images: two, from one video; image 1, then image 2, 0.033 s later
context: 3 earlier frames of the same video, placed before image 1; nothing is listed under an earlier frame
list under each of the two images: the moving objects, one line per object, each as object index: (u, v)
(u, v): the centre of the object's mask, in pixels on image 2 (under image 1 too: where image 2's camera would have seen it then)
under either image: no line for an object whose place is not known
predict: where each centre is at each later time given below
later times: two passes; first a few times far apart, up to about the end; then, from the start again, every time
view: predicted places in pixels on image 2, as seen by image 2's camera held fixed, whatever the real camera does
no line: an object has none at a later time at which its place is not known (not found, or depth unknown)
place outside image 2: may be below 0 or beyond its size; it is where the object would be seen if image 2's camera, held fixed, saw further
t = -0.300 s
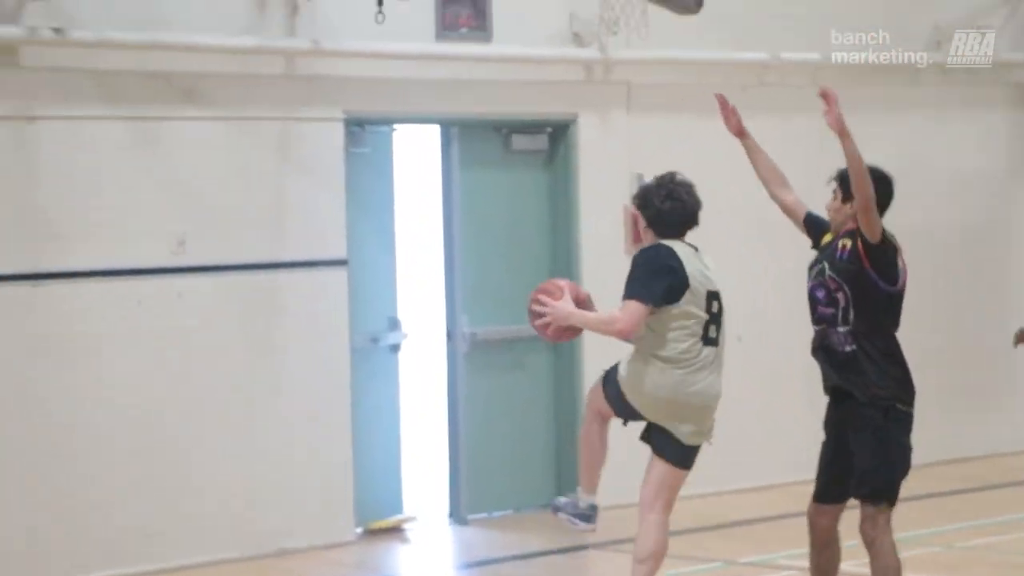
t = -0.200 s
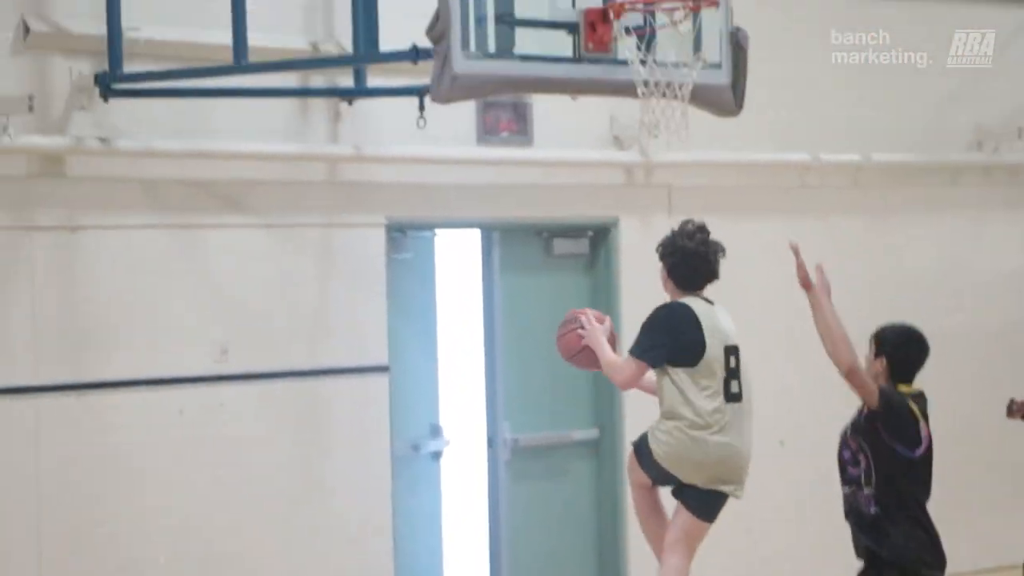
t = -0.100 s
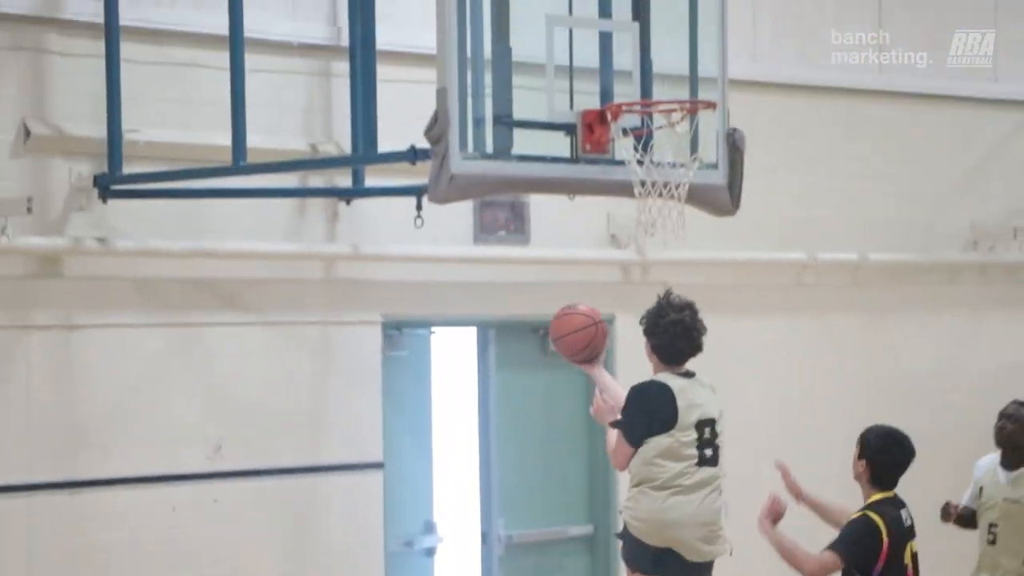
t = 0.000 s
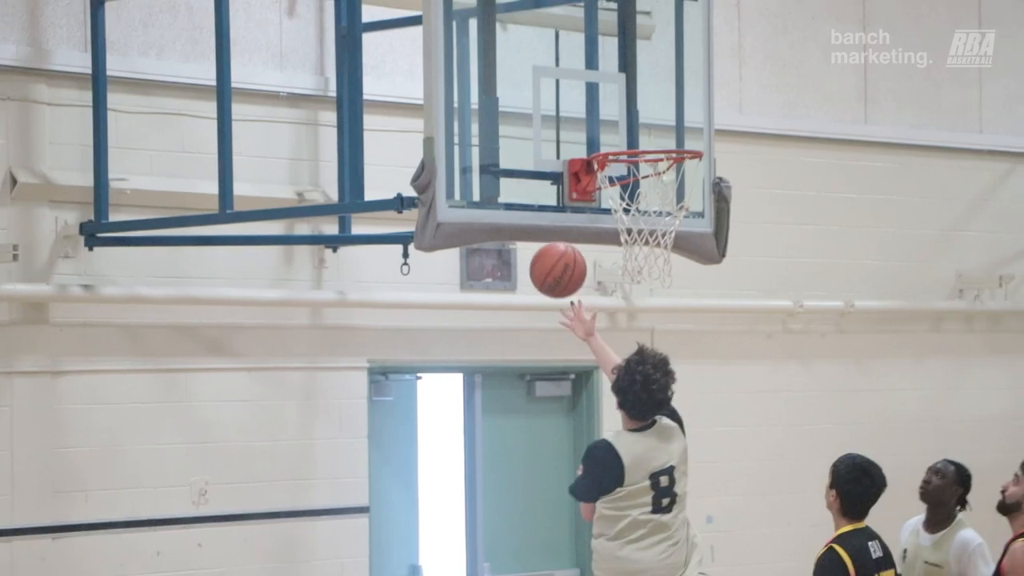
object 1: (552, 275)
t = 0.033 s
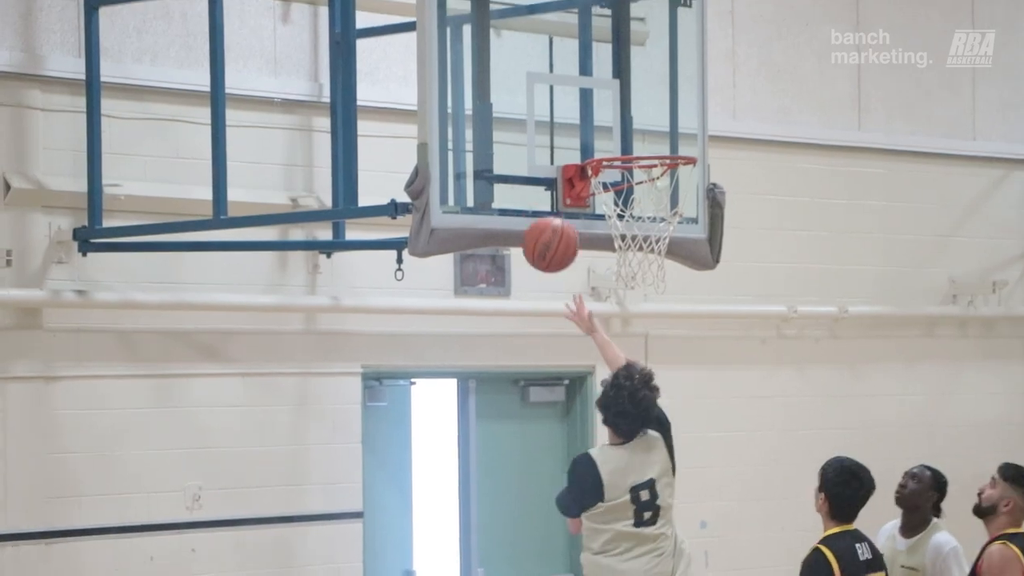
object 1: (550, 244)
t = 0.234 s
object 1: (544, 115)
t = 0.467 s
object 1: (593, 81)
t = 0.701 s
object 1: (642, 129)
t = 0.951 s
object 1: (640, 130)
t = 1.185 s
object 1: (635, 166)
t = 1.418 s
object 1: (681, 235)
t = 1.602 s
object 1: (686, 311)
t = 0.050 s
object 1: (550, 230)
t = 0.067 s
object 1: (549, 216)
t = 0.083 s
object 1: (548, 203)
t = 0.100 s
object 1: (548, 190)
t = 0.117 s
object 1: (547, 179)
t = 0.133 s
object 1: (546, 168)
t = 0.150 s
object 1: (546, 158)
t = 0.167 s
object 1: (545, 147)
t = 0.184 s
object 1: (545, 139)
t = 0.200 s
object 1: (544, 130)
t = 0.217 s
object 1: (544, 122)
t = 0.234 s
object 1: (544, 115)
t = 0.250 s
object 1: (543, 108)
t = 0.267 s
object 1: (543, 102)
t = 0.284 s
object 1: (547, 98)
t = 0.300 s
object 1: (551, 93)
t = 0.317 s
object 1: (555, 89)
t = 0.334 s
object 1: (560, 86)
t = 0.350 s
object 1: (564, 83)
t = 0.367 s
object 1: (568, 81)
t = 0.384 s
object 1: (572, 79)
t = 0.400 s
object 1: (576, 78)
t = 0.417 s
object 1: (580, 79)
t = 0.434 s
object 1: (584, 79)
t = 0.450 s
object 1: (588, 80)
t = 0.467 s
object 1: (593, 81)
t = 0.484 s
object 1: (597, 83)
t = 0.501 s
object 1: (601, 86)
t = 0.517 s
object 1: (606, 90)
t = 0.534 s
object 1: (610, 94)
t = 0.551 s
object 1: (614, 99)
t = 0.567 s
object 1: (619, 104)
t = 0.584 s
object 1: (623, 110)
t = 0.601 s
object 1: (627, 117)
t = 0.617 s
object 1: (631, 124)
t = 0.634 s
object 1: (636, 131)
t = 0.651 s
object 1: (637, 132)
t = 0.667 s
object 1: (639, 130)
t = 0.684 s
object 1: (641, 129)
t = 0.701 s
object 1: (642, 129)
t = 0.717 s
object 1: (644, 129)
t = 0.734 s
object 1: (646, 129)
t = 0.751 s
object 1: (647, 129)
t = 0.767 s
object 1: (649, 130)
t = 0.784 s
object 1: (651, 132)
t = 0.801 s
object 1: (652, 134)
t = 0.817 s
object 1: (654, 136)
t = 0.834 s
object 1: (656, 145)
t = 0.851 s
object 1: (656, 146)
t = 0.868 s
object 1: (654, 136)
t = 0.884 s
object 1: (652, 135)
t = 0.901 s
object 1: (648, 133)
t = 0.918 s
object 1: (645, 132)
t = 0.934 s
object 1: (643, 131)
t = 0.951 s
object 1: (640, 130)
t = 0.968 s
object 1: (637, 130)
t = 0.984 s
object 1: (635, 130)
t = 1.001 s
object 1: (632, 131)
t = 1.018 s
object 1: (629, 132)
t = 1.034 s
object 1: (627, 134)
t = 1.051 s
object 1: (624, 136)
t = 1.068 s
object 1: (621, 137)
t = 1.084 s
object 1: (618, 145)
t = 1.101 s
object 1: (615, 151)
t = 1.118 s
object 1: (617, 153)
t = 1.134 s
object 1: (622, 156)
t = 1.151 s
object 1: (627, 159)
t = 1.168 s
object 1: (631, 162)
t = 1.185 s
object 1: (635, 166)
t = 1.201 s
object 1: (640, 171)
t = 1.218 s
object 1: (645, 177)
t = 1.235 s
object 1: (649, 183)
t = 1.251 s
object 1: (655, 187)
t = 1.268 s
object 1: (660, 195)
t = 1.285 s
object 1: (664, 203)
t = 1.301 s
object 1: (667, 209)
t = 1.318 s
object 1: (671, 215)
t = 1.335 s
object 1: (674, 220)
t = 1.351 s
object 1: (677, 222)
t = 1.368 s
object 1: (679, 226)
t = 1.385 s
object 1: (680, 228)
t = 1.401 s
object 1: (682, 230)
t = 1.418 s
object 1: (681, 235)
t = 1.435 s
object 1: (682, 238)
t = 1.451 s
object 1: (683, 242)
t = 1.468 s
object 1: (682, 248)
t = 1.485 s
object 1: (683, 254)
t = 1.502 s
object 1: (683, 259)
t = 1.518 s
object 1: (684, 267)
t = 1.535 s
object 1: (684, 276)
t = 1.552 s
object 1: (685, 284)
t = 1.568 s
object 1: (686, 292)
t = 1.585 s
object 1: (686, 301)
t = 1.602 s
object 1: (686, 311)
